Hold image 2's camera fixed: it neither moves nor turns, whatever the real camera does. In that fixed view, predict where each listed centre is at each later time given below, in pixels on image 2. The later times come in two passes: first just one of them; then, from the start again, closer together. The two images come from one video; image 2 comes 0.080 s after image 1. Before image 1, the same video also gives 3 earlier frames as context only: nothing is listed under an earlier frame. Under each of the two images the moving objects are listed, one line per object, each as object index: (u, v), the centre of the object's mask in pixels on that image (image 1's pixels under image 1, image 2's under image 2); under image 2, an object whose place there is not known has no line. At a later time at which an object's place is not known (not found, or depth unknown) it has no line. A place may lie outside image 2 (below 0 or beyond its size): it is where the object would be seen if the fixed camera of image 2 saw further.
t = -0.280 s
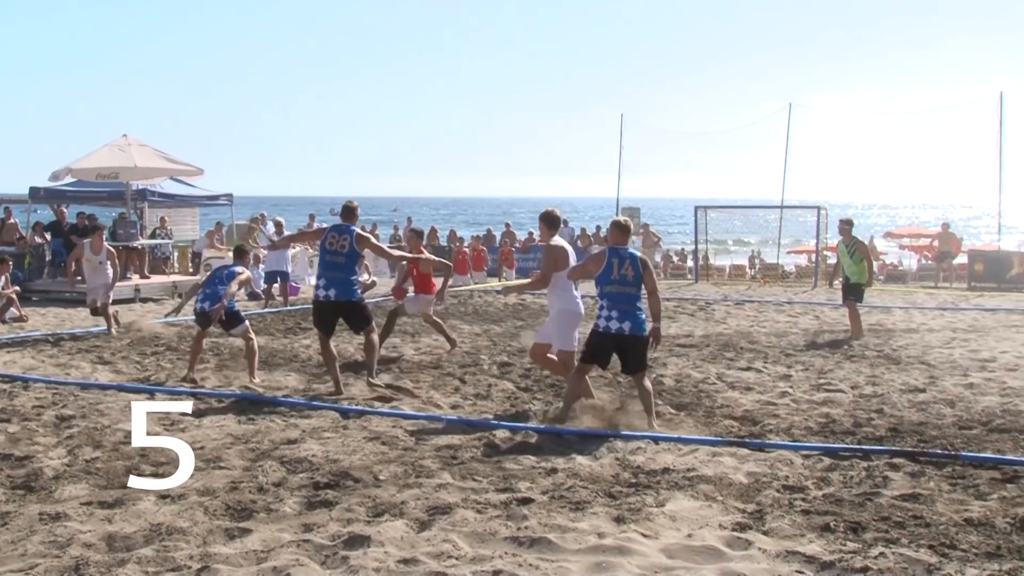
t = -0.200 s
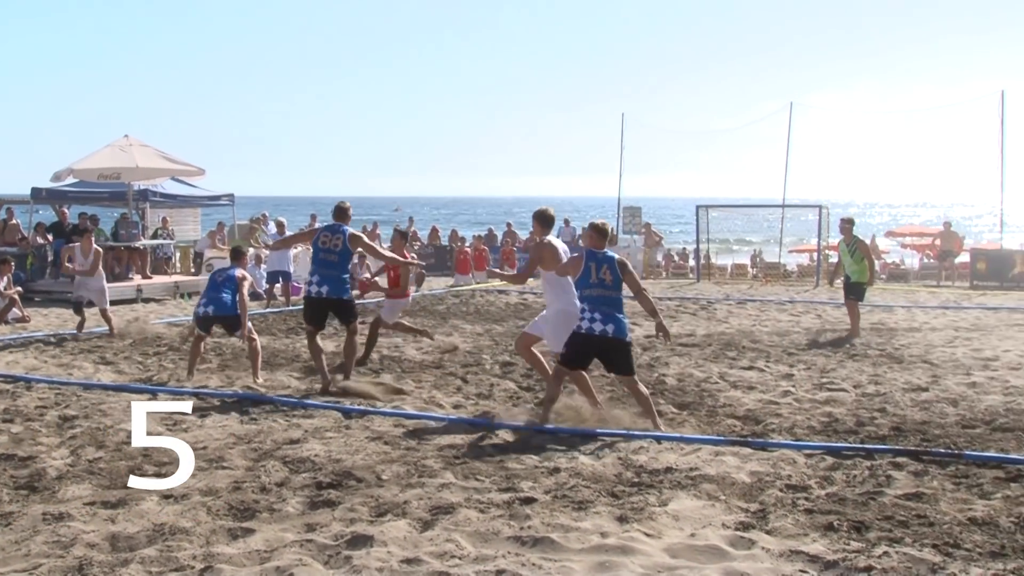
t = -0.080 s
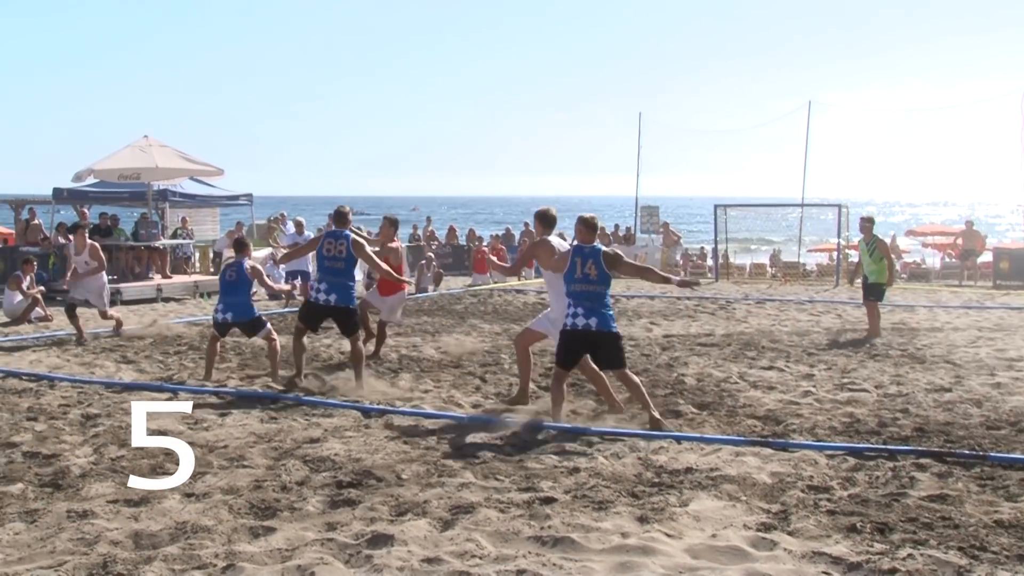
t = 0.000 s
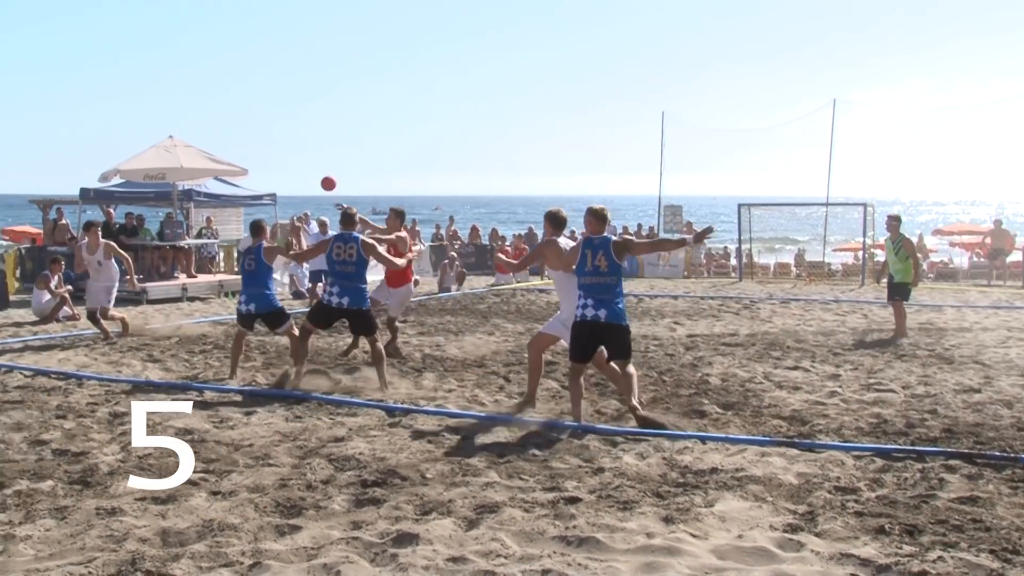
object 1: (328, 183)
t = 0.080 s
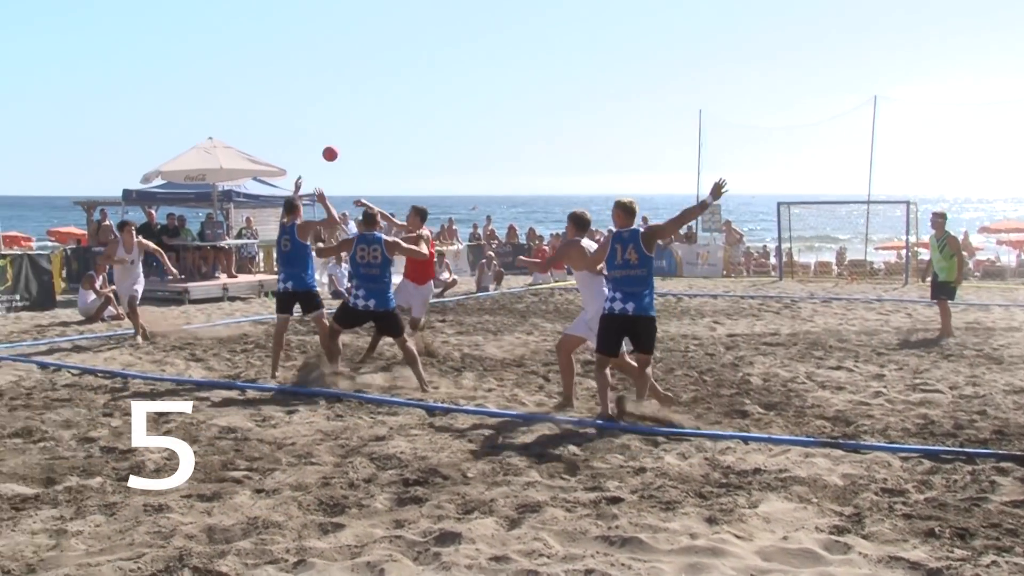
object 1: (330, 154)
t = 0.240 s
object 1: (266, 112)
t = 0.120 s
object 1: (311, 140)
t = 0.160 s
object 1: (294, 129)
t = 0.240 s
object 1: (266, 112)
